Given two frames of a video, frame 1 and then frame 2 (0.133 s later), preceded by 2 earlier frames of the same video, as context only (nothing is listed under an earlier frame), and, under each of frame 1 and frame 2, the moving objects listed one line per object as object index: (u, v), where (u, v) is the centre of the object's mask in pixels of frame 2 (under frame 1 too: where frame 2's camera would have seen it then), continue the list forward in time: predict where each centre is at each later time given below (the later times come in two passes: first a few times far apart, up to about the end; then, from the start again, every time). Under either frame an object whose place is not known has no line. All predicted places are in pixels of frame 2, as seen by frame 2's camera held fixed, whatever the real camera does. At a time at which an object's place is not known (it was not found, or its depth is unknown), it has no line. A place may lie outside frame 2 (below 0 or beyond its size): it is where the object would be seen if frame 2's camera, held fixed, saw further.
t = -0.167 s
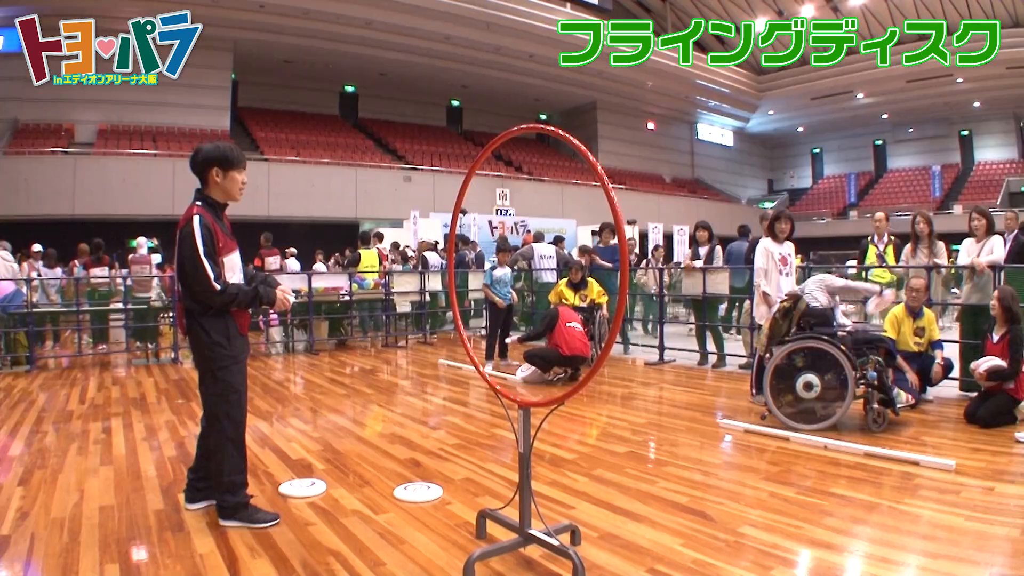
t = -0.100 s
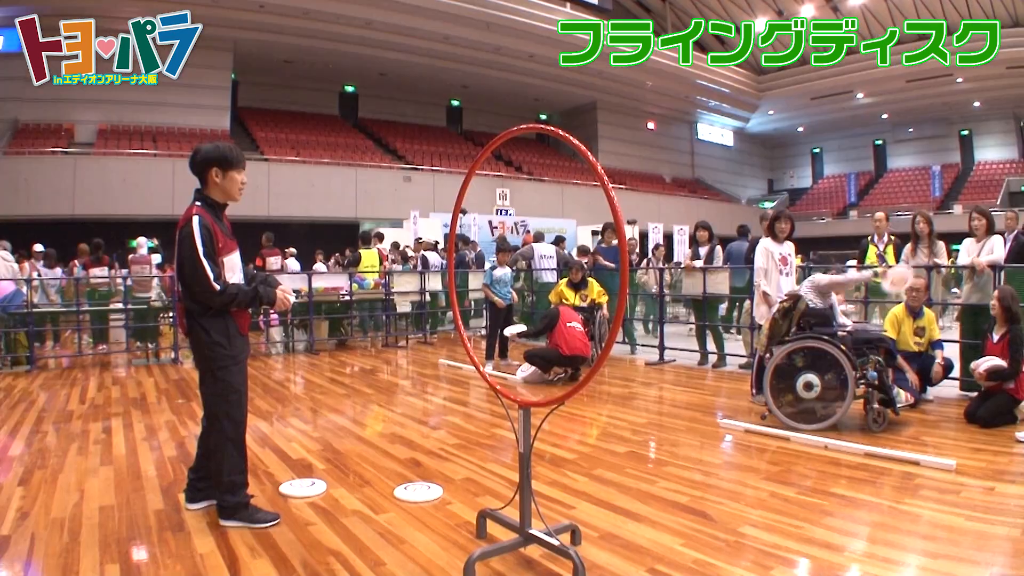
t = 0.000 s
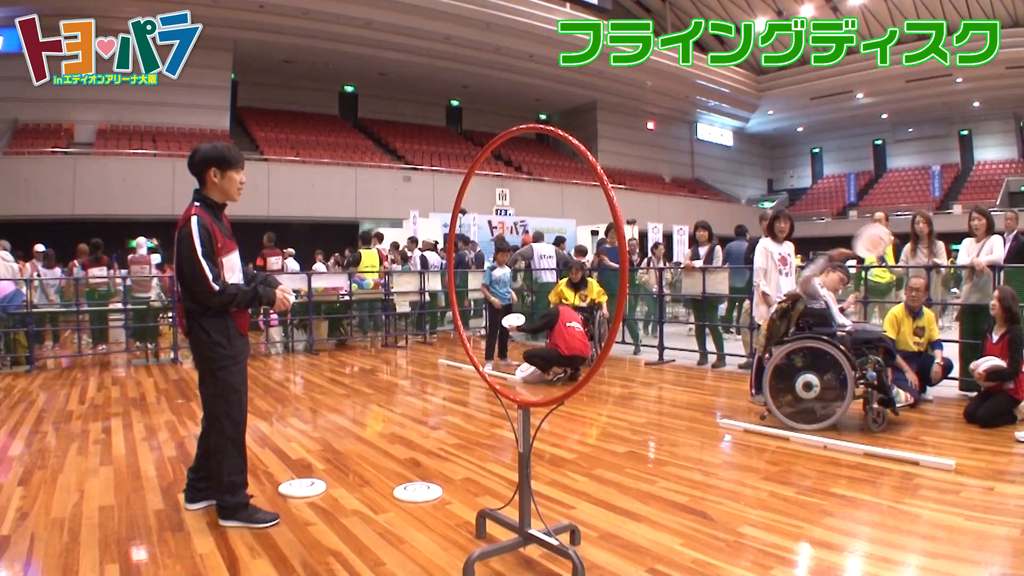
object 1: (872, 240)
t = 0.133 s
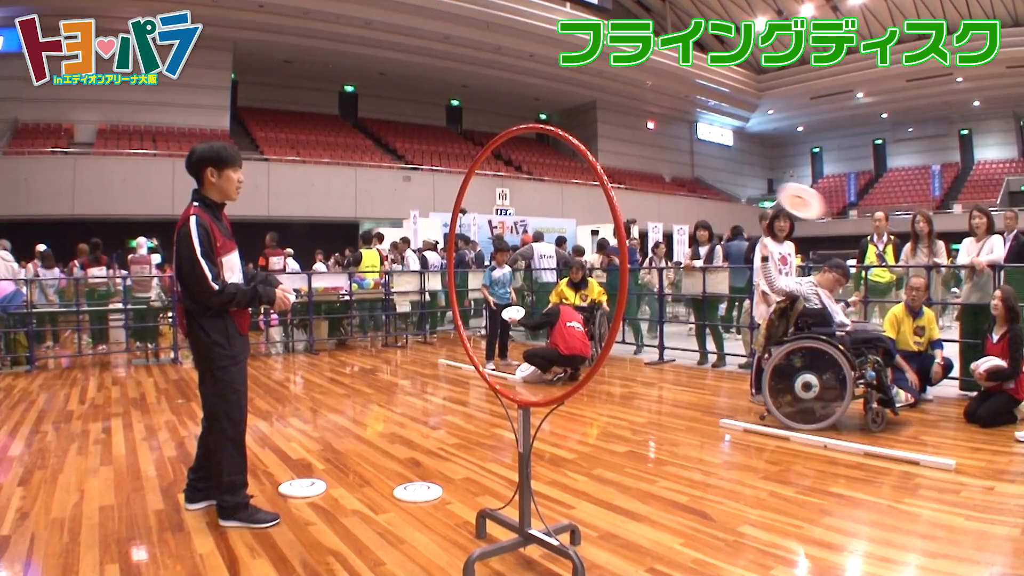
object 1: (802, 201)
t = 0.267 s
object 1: (705, 175)
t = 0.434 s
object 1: (554, 173)
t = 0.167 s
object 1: (780, 192)
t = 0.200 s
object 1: (756, 185)
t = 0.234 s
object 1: (732, 179)
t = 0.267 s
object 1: (705, 175)
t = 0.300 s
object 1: (678, 172)
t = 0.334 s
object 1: (651, 170)
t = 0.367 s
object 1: (622, 168)
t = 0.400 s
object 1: (583, 169)
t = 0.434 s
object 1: (554, 173)
